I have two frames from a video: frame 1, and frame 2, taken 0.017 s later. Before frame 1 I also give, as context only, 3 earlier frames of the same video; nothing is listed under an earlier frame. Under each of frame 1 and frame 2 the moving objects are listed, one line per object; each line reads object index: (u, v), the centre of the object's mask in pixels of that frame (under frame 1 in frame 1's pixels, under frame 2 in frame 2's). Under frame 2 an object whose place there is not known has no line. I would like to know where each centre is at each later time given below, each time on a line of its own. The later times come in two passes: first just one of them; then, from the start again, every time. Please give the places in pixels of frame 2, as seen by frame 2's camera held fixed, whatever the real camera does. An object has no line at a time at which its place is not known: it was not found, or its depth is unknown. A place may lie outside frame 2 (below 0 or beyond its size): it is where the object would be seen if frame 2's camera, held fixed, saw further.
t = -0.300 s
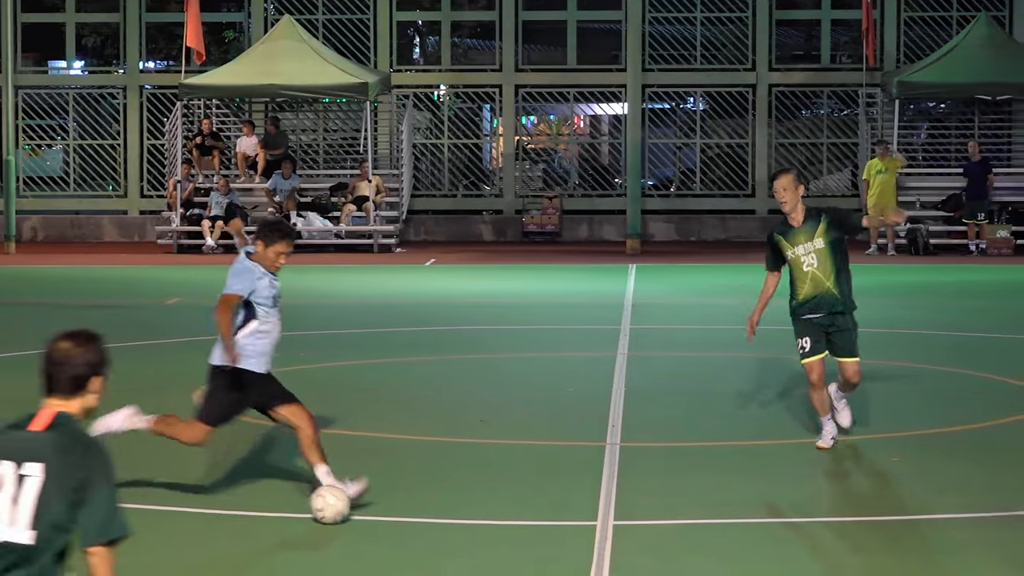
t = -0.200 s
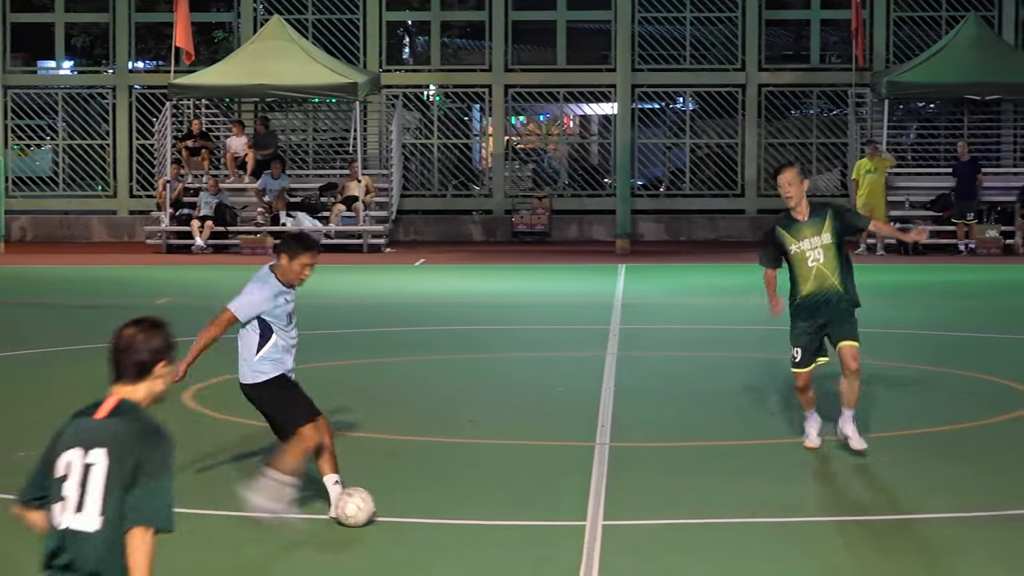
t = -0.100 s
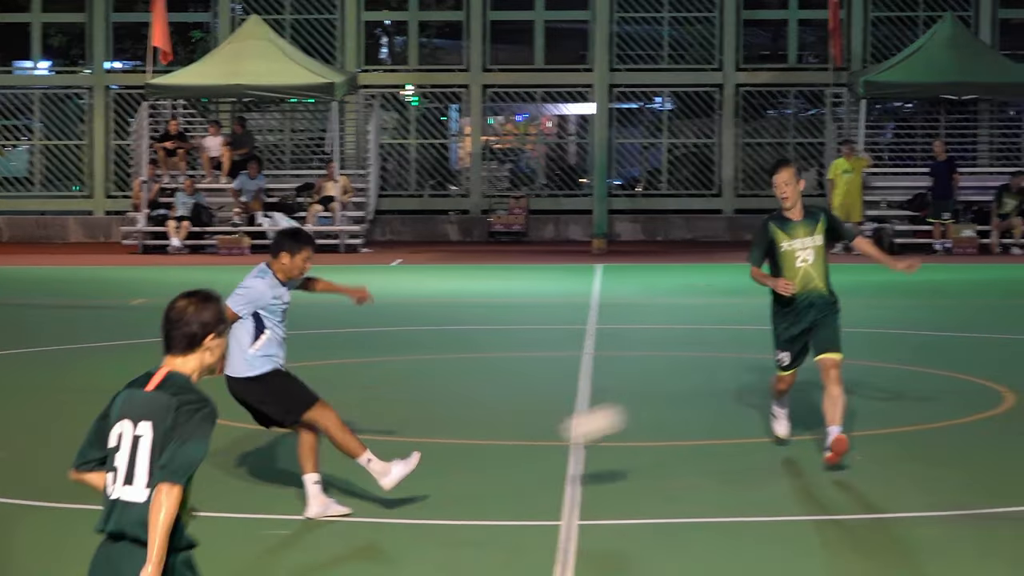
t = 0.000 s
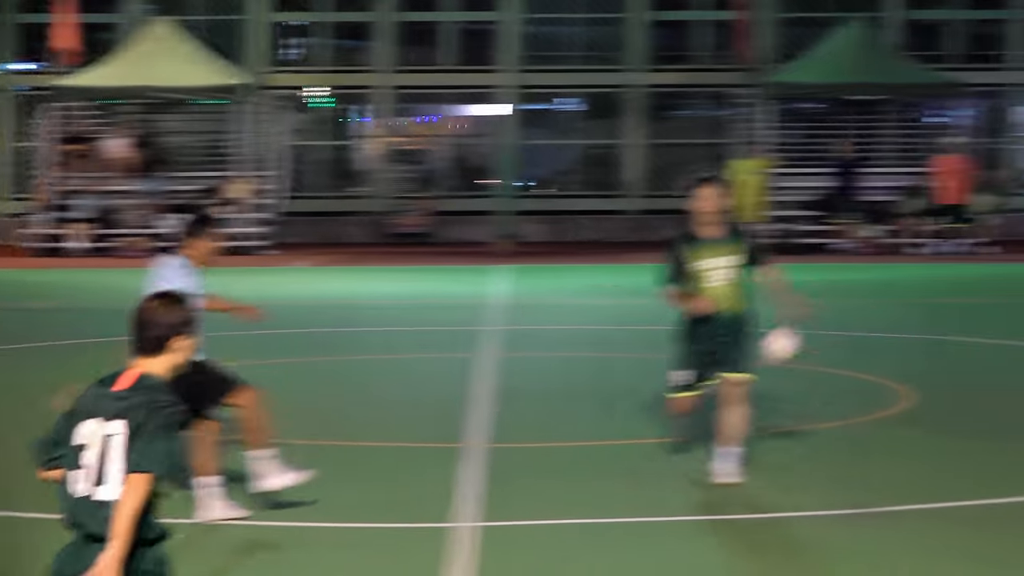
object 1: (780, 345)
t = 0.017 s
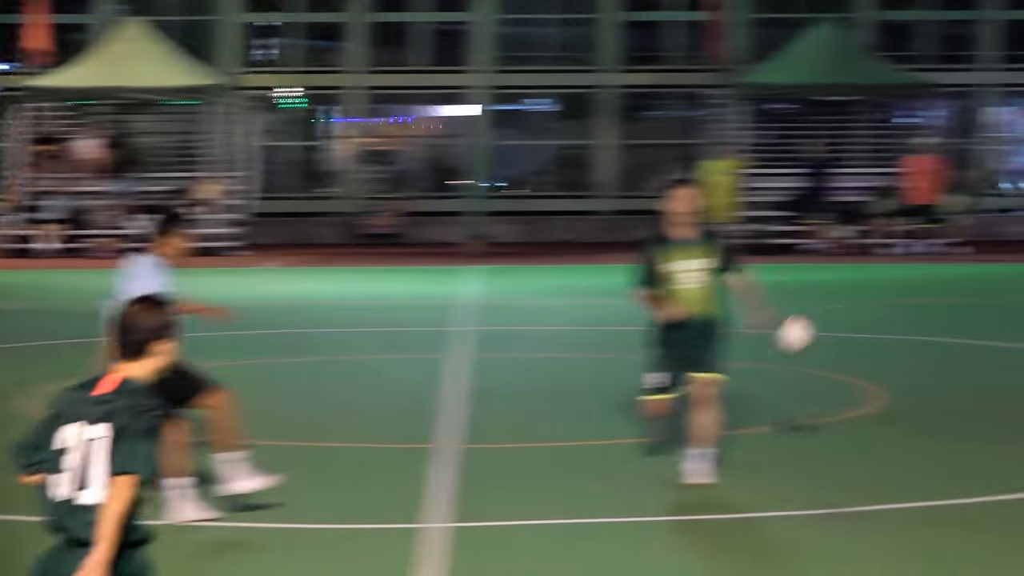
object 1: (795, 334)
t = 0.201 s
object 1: (1210, 261)
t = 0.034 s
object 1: (836, 324)
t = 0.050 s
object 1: (876, 315)
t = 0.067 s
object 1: (914, 306)
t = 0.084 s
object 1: (951, 299)
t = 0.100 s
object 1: (989, 292)
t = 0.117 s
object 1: (1027, 286)
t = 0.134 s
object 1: (1064, 281)
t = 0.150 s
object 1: (1103, 275)
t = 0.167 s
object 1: (1138, 271)
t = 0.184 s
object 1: (1174, 265)
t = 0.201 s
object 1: (1210, 261)
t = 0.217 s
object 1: (1244, 258)
